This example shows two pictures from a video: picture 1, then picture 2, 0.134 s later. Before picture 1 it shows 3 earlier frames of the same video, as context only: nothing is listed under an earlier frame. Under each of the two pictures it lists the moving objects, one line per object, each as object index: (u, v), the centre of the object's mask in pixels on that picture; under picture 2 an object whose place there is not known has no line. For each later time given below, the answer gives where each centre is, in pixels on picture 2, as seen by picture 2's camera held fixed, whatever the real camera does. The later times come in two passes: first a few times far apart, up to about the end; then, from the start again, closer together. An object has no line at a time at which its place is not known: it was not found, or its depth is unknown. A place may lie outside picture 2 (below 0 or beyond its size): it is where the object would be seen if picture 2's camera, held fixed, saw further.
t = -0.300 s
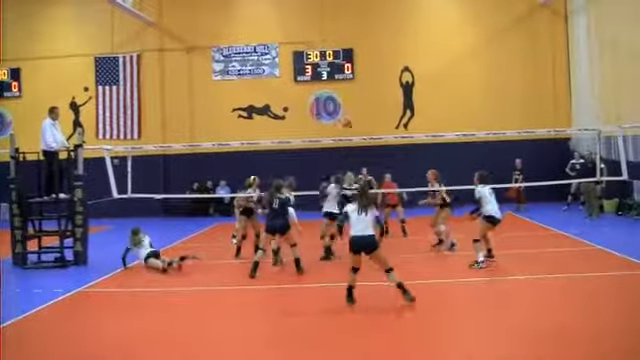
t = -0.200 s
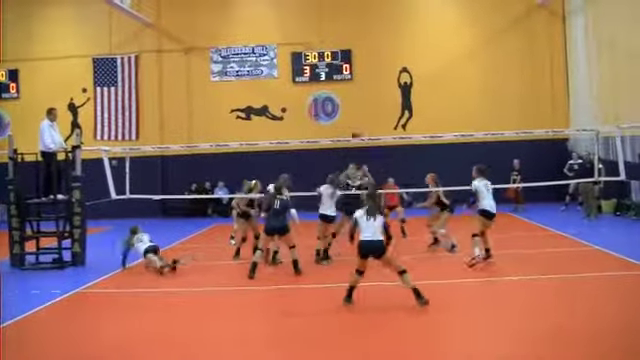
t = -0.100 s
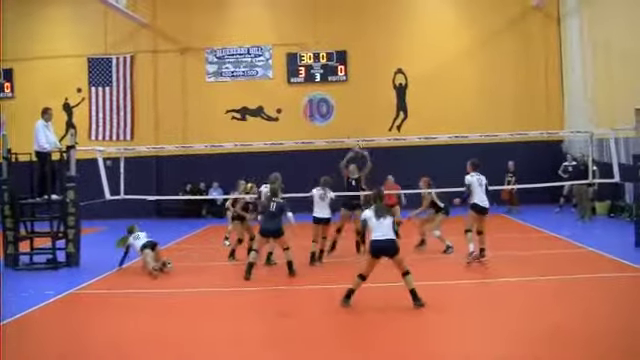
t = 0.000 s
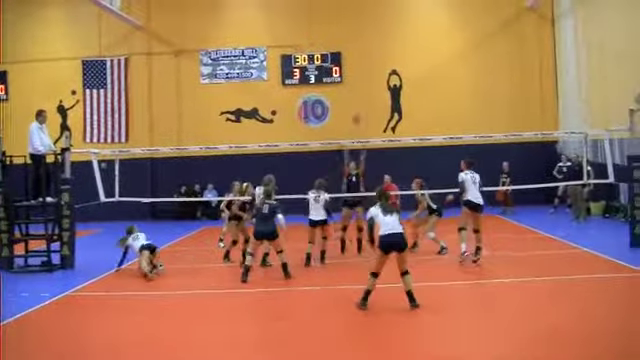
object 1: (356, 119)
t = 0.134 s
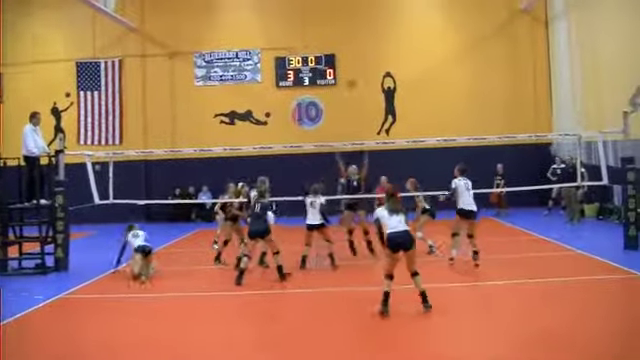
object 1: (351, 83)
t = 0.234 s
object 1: (351, 57)
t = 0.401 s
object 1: (354, 23)
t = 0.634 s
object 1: (359, 3)
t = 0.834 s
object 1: (365, 8)
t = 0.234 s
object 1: (351, 57)
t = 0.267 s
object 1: (352, 49)
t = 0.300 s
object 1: (353, 41)
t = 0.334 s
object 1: (354, 35)
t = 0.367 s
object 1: (354, 30)
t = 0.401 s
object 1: (354, 23)
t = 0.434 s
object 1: (356, 19)
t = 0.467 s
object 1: (356, 14)
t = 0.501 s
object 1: (357, 11)
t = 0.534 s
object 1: (357, 8)
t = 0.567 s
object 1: (358, 6)
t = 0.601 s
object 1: (358, 4)
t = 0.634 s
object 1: (359, 3)
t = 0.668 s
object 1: (361, 2)
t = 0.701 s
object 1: (362, 2)
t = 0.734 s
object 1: (363, 3)
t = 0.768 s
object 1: (364, 4)
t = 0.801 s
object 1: (365, 6)
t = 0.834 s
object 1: (365, 8)
